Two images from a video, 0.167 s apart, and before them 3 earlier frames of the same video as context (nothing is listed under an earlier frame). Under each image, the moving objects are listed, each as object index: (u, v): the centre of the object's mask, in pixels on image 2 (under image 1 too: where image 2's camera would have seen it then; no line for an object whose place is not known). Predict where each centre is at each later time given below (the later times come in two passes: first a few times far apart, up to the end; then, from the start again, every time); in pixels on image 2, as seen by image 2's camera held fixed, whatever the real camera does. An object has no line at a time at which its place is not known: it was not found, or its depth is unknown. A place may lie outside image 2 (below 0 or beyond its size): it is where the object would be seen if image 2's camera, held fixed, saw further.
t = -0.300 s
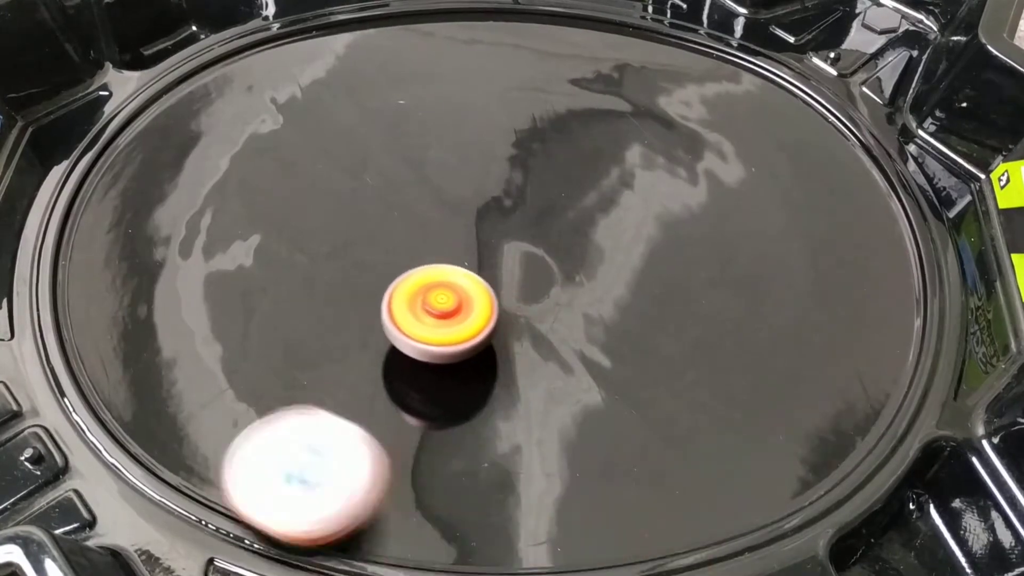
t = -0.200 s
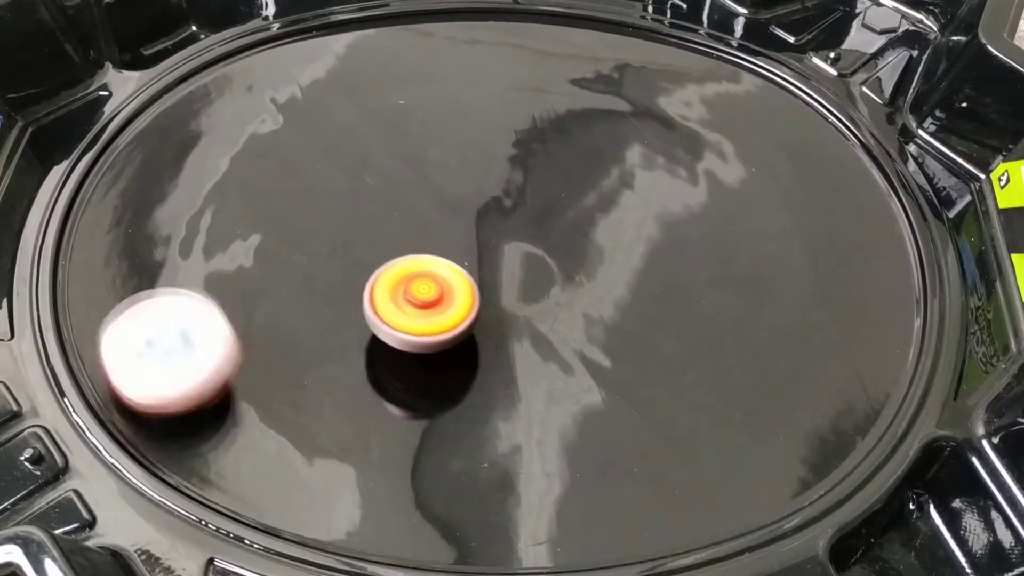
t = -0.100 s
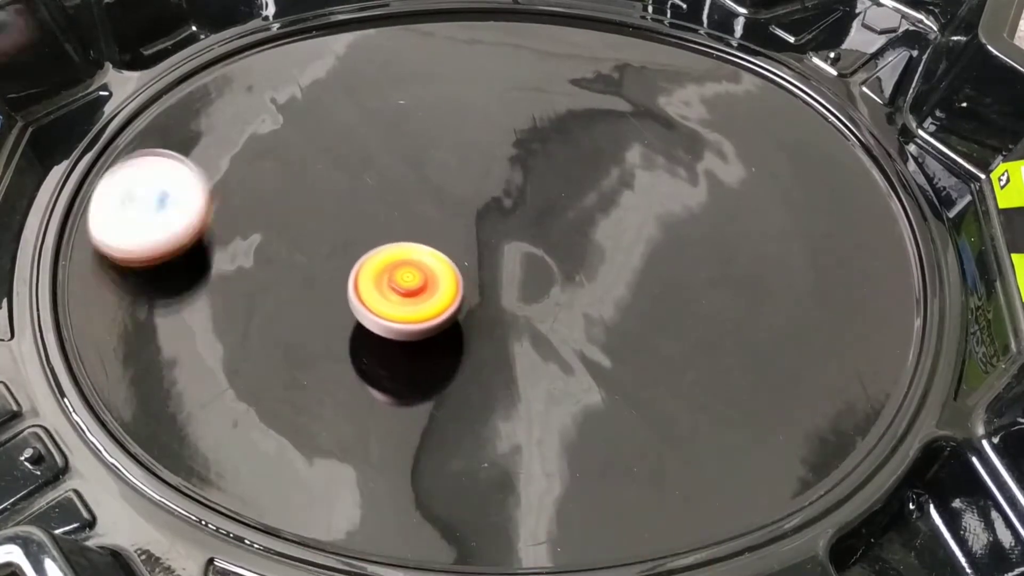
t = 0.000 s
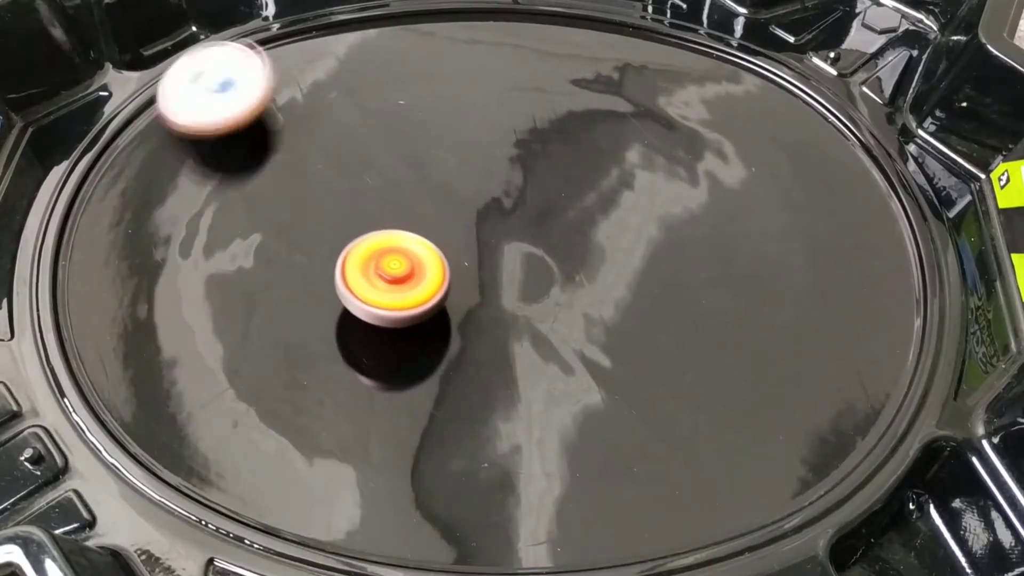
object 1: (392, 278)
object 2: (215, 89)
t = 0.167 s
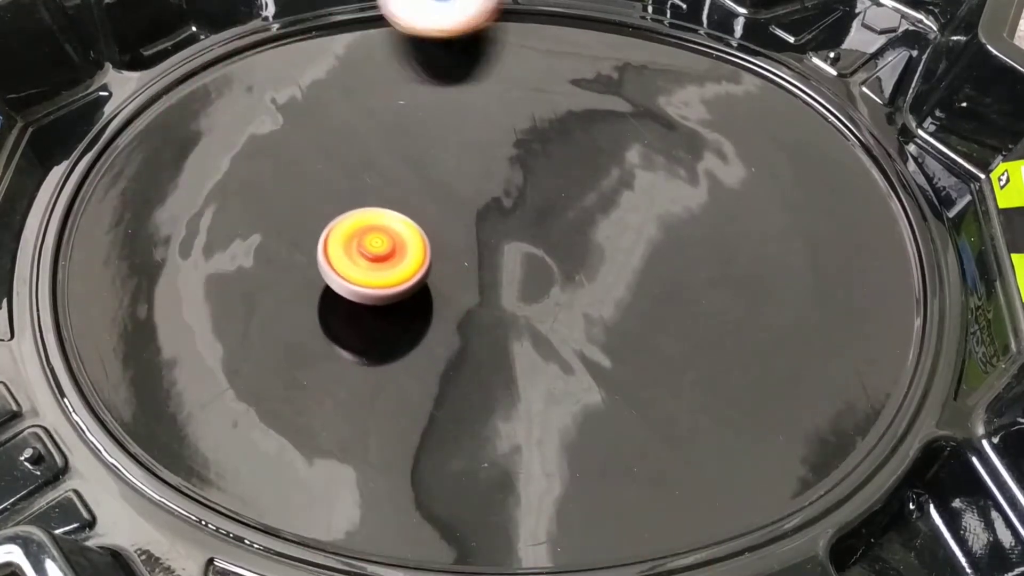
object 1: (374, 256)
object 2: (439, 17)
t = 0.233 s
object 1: (367, 248)
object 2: (552, 25)
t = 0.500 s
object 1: (351, 222)
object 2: (905, 292)
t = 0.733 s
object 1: (358, 212)
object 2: (538, 522)
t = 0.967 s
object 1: (383, 209)
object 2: (137, 316)
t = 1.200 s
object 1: (422, 213)
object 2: (237, 39)
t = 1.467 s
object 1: (477, 219)
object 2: (652, 84)
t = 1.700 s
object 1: (534, 239)
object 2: (814, 405)
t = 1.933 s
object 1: (576, 263)
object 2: (404, 508)
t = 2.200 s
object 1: (607, 283)
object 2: (113, 221)
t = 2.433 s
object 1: (614, 300)
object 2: (338, 26)
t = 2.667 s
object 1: (602, 314)
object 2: (690, 116)
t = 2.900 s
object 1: (570, 320)
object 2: (812, 450)
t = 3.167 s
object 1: (516, 316)
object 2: (317, 473)
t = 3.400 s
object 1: (467, 305)
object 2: (161, 206)
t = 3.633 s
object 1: (425, 282)
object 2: (415, 37)
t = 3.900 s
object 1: (388, 248)
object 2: (786, 186)
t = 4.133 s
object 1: (366, 225)
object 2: (761, 495)
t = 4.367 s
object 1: (359, 210)
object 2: (304, 450)
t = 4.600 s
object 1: (372, 207)
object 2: (194, 176)
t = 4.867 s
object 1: (409, 216)
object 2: (486, 33)
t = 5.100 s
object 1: (453, 226)
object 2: (771, 190)
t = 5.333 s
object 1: (503, 242)
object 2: (713, 493)
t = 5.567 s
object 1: (542, 276)
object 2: (286, 467)
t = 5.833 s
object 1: (582, 303)
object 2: (170, 160)
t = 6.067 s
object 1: (604, 322)
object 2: (419, 31)
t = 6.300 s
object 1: (607, 329)
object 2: (715, 156)
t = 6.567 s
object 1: (573, 319)
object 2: (701, 489)
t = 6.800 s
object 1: (527, 303)
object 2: (295, 484)
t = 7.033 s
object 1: (480, 284)
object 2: (155, 226)
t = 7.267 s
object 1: (434, 256)
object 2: (367, 50)
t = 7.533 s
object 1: (397, 224)
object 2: (702, 147)
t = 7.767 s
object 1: (373, 205)
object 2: (774, 426)
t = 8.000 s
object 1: (365, 198)
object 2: (419, 508)
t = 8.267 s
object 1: (386, 212)
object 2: (186, 251)
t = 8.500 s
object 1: (422, 232)
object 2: (366, 60)
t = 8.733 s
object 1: (464, 244)
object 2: (649, 102)
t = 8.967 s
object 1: (498, 273)
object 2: (783, 350)
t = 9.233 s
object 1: (530, 312)
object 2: (436, 496)
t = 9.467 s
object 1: (555, 337)
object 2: (181, 305)
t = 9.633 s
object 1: (564, 347)
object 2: (230, 133)
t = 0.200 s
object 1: (370, 252)
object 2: (495, 19)
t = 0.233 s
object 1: (367, 248)
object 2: (552, 25)
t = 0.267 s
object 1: (364, 244)
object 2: (607, 34)
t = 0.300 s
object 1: (361, 240)
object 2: (662, 50)
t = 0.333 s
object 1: (359, 237)
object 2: (716, 76)
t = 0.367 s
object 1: (357, 233)
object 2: (768, 108)
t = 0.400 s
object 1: (355, 230)
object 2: (813, 145)
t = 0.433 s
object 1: (353, 227)
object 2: (853, 189)
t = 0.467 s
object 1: (352, 225)
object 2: (884, 239)
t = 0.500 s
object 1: (351, 222)
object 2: (905, 292)
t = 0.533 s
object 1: (351, 220)
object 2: (913, 352)
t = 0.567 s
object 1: (351, 218)
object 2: (887, 404)
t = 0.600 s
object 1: (352, 216)
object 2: (834, 450)
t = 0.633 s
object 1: (353, 215)
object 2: (774, 489)
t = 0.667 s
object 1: (354, 213)
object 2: (704, 513)
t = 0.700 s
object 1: (356, 212)
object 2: (623, 521)
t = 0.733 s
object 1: (358, 212)
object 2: (538, 522)
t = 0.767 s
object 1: (360, 211)
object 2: (456, 517)
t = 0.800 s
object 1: (363, 210)
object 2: (381, 503)
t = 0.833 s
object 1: (366, 210)
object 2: (311, 478)
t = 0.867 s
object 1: (370, 209)
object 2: (250, 446)
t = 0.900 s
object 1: (374, 209)
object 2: (200, 406)
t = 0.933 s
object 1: (378, 209)
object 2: (162, 363)
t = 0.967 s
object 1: (383, 209)
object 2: (137, 316)
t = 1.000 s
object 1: (388, 209)
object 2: (125, 269)
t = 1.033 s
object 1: (393, 210)
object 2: (123, 223)
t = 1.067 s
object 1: (399, 210)
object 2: (131, 178)
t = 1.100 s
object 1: (404, 210)
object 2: (147, 137)
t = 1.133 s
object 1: (410, 211)
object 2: (170, 99)
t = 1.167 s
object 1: (416, 212)
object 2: (200, 65)
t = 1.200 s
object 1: (422, 213)
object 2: (237, 39)
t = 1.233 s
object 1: (428, 214)
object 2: (278, 26)
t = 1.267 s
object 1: (434, 215)
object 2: (332, 22)
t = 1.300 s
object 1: (441, 216)
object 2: (388, 23)
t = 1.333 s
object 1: (448, 217)
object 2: (443, 26)
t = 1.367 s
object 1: (455, 217)
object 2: (497, 31)
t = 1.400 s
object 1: (462, 218)
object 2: (550, 40)
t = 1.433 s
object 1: (469, 218)
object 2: (602, 59)
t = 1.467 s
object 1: (477, 219)
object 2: (652, 84)
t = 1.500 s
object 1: (486, 221)
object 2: (698, 115)
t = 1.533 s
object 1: (494, 223)
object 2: (741, 153)
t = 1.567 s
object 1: (502, 225)
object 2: (775, 195)
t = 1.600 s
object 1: (511, 228)
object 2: (802, 242)
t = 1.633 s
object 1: (519, 231)
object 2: (819, 295)
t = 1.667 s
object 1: (526, 235)
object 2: (823, 349)
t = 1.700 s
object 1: (534, 239)
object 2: (814, 405)
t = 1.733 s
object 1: (541, 243)
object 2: (791, 455)
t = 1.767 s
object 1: (547, 248)
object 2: (752, 499)
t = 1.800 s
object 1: (554, 252)
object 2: (696, 517)
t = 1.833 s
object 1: (559, 256)
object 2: (627, 523)
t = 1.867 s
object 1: (565, 258)
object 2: (551, 522)
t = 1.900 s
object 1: (570, 260)
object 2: (477, 517)
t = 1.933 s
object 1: (576, 263)
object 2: (404, 508)
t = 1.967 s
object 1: (581, 265)
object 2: (335, 490)
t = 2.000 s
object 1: (585, 268)
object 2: (272, 466)
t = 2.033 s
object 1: (590, 270)
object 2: (216, 435)
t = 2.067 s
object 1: (594, 273)
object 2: (171, 397)
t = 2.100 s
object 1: (598, 275)
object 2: (140, 355)
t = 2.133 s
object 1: (602, 278)
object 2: (120, 310)
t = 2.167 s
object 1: (605, 281)
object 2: (112, 266)
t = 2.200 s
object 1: (607, 283)
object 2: (113, 221)
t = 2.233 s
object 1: (610, 286)
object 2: (125, 179)
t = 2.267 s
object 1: (612, 288)
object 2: (145, 140)
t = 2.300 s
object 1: (613, 291)
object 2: (173, 105)
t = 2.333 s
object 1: (614, 293)
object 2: (207, 74)
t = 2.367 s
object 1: (615, 295)
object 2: (247, 49)
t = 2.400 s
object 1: (615, 298)
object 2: (290, 34)
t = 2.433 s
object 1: (614, 300)
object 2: (338, 26)
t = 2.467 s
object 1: (614, 303)
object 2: (387, 24)
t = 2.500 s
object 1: (613, 305)
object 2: (441, 25)
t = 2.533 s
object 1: (611, 307)
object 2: (493, 31)
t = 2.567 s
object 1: (610, 309)
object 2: (544, 40)
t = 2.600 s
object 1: (608, 311)
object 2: (595, 60)
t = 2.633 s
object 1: (605, 313)
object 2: (644, 85)
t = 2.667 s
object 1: (602, 314)
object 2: (690, 116)
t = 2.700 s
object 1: (598, 316)
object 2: (732, 152)
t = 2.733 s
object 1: (595, 317)
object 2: (769, 193)
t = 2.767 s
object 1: (591, 318)
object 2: (798, 239)
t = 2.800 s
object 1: (586, 318)
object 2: (819, 289)
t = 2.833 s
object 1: (580, 319)
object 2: (829, 343)
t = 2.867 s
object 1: (575, 319)
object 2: (827, 397)
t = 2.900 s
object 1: (570, 320)
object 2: (812, 450)
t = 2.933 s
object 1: (564, 320)
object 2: (782, 493)
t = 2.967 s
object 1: (558, 320)
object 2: (722, 508)
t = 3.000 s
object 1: (551, 319)
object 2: (653, 513)
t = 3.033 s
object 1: (544, 319)
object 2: (583, 515)
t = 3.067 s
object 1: (537, 318)
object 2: (513, 512)
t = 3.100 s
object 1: (530, 317)
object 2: (444, 505)
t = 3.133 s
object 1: (522, 317)
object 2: (379, 491)
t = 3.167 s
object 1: (516, 316)
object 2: (317, 473)
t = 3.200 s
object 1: (509, 316)
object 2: (261, 448)
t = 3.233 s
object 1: (502, 315)
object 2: (215, 415)
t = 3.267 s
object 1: (494, 313)
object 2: (182, 377)
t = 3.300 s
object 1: (488, 311)
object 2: (159, 334)
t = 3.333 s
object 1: (481, 310)
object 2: (150, 291)
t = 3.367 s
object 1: (474, 308)
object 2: (151, 247)
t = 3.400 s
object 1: (467, 305)
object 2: (161, 206)
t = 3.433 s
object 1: (460, 303)
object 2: (180, 167)
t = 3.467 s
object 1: (454, 300)
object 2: (207, 131)
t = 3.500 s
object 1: (447, 297)
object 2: (241, 101)
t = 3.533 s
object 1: (441, 294)
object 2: (279, 76)
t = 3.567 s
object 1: (436, 290)
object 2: (322, 57)
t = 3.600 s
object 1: (430, 286)
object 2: (368, 43)
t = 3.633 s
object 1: (425, 282)
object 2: (415, 37)
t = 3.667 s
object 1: (420, 278)
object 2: (465, 37)
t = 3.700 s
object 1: (414, 274)
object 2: (515, 41)
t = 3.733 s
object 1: (410, 269)
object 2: (564, 52)
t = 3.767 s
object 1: (405, 265)
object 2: (612, 68)
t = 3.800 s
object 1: (401, 261)
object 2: (660, 89)
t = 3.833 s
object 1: (396, 257)
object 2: (705, 116)
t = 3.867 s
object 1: (392, 253)
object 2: (748, 148)
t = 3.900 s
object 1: (388, 248)
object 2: (786, 186)
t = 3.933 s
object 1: (384, 244)
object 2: (817, 229)
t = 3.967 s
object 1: (380, 241)
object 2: (841, 275)
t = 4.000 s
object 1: (377, 237)
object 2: (855, 326)
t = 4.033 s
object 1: (374, 234)
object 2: (857, 377)
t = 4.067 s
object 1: (371, 231)
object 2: (846, 428)
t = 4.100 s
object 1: (368, 228)
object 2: (819, 473)
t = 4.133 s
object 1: (366, 225)
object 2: (761, 495)
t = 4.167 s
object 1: (364, 223)
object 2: (693, 506)
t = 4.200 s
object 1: (362, 220)
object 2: (624, 511)
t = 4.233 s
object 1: (361, 218)
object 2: (554, 513)
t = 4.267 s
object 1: (360, 215)
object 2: (484, 507)
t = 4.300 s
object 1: (359, 213)
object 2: (419, 495)
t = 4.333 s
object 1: (359, 212)
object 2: (359, 475)
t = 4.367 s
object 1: (359, 210)
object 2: (304, 450)
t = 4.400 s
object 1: (360, 209)
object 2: (256, 420)
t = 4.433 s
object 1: (360, 208)
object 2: (221, 383)
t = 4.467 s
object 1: (362, 207)
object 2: (194, 343)
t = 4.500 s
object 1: (364, 207)
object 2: (180, 300)
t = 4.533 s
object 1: (366, 206)
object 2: (175, 257)
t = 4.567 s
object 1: (369, 206)
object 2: (181, 216)
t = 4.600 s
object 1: (372, 207)
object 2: (194, 176)
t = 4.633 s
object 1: (376, 207)
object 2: (216, 140)
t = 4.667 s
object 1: (380, 208)
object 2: (243, 108)
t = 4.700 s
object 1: (384, 209)
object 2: (276, 82)
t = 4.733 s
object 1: (389, 210)
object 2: (312, 59)
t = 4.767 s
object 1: (394, 211)
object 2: (353, 43)
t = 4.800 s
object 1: (399, 213)
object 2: (395, 35)
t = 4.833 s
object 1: (404, 214)
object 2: (439, 32)
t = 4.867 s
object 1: (409, 216)
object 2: (486, 33)
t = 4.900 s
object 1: (415, 218)
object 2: (531, 39)
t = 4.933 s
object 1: (421, 220)
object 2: (577, 51)
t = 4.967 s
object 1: (427, 221)
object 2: (620, 69)
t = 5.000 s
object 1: (433, 223)
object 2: (662, 92)
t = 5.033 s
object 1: (439, 225)
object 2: (703, 119)
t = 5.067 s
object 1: (446, 226)
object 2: (740, 153)
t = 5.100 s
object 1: (453, 226)
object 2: (771, 190)
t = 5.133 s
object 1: (461, 226)
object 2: (796, 231)
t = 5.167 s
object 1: (468, 227)
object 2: (812, 278)
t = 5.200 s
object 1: (476, 229)
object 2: (817, 326)
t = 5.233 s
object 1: (483, 231)
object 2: (810, 374)
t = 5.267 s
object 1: (490, 234)
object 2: (791, 419)
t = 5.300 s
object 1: (497, 238)
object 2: (759, 460)
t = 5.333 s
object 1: (503, 242)
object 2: (713, 493)
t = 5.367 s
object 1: (510, 246)
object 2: (659, 512)
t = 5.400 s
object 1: (516, 250)
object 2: (598, 520)
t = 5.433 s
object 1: (522, 255)
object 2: (530, 522)
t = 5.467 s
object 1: (527, 260)
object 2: (464, 519)
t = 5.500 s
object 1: (532, 265)
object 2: (399, 510)
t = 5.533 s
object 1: (537, 271)
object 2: (340, 492)
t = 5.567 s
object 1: (542, 276)
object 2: (286, 467)
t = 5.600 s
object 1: (547, 280)
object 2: (237, 436)
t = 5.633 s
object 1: (553, 284)
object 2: (199, 401)
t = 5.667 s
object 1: (558, 287)
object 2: (172, 362)
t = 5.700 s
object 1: (563, 290)
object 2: (153, 319)
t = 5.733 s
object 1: (568, 293)
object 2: (145, 277)
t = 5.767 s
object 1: (573, 296)
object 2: (146, 237)
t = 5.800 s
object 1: (578, 299)
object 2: (154, 197)
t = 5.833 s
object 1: (582, 303)
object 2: (170, 160)
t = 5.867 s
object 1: (585, 306)
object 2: (193, 126)
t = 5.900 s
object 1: (589, 309)
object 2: (221, 97)
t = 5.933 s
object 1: (592, 312)
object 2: (255, 71)
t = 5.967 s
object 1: (596, 315)
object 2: (292, 51)
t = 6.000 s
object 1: (599, 317)
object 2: (331, 38)
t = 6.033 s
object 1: (601, 319)
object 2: (375, 32)
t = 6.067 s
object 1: (604, 322)
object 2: (419, 31)
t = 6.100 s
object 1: (606, 323)
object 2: (465, 33)
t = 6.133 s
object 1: (608, 325)
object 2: (511, 40)
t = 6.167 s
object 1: (609, 327)
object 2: (556, 53)
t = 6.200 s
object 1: (610, 328)
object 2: (599, 72)
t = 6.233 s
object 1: (610, 329)
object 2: (640, 95)
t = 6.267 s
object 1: (609, 329)
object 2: (679, 123)
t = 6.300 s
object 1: (607, 329)
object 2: (715, 156)
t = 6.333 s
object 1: (605, 328)
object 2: (745, 192)
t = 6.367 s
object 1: (602, 328)
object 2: (770, 234)
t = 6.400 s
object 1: (598, 326)
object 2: (785, 277)
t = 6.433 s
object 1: (593, 325)
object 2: (791, 324)
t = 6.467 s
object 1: (589, 324)
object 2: (786, 370)
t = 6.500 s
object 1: (584, 322)
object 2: (768, 415)
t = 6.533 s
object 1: (578, 320)
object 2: (740, 454)
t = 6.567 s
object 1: (573, 319)
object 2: (701, 489)
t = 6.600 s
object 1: (567, 317)
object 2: (652, 510)
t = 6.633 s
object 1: (561, 315)
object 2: (596, 521)
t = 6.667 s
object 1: (554, 313)
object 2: (534, 524)
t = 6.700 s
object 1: (547, 311)
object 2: (469, 523)
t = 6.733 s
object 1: (540, 308)
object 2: (409, 518)
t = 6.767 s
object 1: (533, 306)
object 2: (350, 506)
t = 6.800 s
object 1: (527, 303)
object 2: (295, 484)
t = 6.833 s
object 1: (520, 301)
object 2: (246, 457)
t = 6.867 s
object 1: (513, 299)
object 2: (206, 424)
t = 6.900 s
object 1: (507, 296)
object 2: (176, 388)
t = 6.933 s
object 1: (500, 293)
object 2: (157, 348)
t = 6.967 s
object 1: (493, 290)
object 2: (147, 306)
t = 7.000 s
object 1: (486, 288)
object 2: (147, 266)
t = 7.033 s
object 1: (480, 284)
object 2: (155, 226)
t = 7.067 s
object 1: (473, 281)
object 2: (168, 189)
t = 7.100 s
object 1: (466, 278)
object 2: (189, 156)
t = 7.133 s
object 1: (460, 274)
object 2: (217, 125)
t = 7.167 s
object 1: (453, 270)
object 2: (249, 99)
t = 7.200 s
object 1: (446, 265)
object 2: (286, 78)
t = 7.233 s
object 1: (440, 260)
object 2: (325, 61)
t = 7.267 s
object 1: (434, 256)
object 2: (367, 50)
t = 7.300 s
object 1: (429, 251)
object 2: (409, 44)
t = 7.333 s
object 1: (424, 246)
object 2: (453, 45)
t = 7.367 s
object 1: (419, 242)
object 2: (497, 50)
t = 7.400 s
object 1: (414, 238)
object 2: (541, 61)
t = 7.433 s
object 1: (410, 234)
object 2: (583, 76)
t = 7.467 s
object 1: (405, 231)
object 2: (624, 95)
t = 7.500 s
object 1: (401, 227)
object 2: (665, 119)
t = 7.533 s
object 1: (397, 224)
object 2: (702, 147)
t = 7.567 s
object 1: (393, 221)
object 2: (735, 179)
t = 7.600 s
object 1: (389, 218)
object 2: (764, 215)
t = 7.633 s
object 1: (386, 215)
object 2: (784, 253)
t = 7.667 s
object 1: (382, 212)
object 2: (797, 296)
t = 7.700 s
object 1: (379, 209)
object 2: (801, 341)
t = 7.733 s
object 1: (376, 207)
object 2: (793, 384)
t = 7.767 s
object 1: (373, 205)
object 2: (774, 426)
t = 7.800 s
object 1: (371, 203)
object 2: (744, 462)
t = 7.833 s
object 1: (369, 201)
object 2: (704, 492)
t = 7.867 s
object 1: (367, 200)
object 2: (654, 511)
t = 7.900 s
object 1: (366, 199)
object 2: (599, 519)
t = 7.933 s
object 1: (365, 198)
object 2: (539, 520)
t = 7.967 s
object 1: (365, 198)
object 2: (478, 517)
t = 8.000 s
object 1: (365, 198)
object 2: (419, 508)
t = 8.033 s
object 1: (366, 199)
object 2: (365, 490)
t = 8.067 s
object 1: (367, 200)
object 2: (315, 467)
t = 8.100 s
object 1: (369, 201)
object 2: (270, 439)
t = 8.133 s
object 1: (371, 203)
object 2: (234, 406)
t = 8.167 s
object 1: (374, 205)
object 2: (208, 370)
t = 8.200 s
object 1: (378, 207)
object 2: (191, 331)
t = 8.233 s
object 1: (381, 209)
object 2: (184, 291)
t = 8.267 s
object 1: (386, 212)
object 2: (186, 251)
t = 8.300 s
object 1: (390, 214)
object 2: (195, 214)
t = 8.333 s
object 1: (395, 217)
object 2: (211, 178)
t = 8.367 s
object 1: (400, 220)
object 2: (233, 146)
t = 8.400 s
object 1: (405, 223)
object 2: (260, 118)
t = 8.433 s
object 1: (410, 226)
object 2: (293, 94)
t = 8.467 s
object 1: (416, 229)
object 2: (328, 75)
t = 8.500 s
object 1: (422, 232)
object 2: (366, 60)
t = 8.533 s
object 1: (427, 234)
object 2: (405, 51)
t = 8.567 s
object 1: (434, 236)
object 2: (446, 46)
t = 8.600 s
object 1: (440, 237)
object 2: (487, 48)
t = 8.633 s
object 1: (446, 238)
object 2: (528, 55)
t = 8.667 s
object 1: (452, 240)
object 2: (569, 66)
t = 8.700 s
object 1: (459, 241)
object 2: (609, 82)
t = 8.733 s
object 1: (464, 244)
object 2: (649, 102)
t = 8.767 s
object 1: (470, 247)
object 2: (685, 127)
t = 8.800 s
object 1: (475, 250)
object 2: (718, 156)
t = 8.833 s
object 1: (481, 254)
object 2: (746, 188)
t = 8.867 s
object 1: (485, 258)
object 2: (769, 227)
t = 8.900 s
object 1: (490, 263)
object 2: (783, 266)
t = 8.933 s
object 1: (494, 268)
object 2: (788, 308)
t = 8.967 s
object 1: (498, 273)
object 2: (783, 350)
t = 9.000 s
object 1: (502, 279)
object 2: (766, 391)
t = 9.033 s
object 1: (505, 285)
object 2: (739, 427)
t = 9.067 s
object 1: (508, 290)
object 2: (702, 458)
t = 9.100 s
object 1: (512, 295)
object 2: (656, 482)
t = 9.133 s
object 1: (517, 299)
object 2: (605, 498)
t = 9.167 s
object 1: (522, 304)
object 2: (549, 506)
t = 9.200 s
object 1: (526, 308)
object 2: (492, 505)
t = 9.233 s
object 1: (530, 312)
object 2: (436, 496)
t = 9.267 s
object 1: (534, 316)
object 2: (382, 481)
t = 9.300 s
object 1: (538, 320)
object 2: (332, 463)
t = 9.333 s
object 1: (542, 324)
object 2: (285, 439)
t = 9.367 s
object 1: (545, 327)
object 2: (246, 411)
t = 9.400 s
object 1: (549, 331)
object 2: (215, 378)
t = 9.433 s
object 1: (552, 334)
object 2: (194, 342)
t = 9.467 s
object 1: (555, 337)
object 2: (181, 305)
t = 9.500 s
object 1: (557, 340)
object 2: (177, 268)
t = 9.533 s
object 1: (560, 342)
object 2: (180, 231)
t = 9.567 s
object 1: (561, 344)
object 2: (189, 195)
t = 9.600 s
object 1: (563, 346)
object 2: (207, 162)
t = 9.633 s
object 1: (564, 347)
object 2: (230, 133)
